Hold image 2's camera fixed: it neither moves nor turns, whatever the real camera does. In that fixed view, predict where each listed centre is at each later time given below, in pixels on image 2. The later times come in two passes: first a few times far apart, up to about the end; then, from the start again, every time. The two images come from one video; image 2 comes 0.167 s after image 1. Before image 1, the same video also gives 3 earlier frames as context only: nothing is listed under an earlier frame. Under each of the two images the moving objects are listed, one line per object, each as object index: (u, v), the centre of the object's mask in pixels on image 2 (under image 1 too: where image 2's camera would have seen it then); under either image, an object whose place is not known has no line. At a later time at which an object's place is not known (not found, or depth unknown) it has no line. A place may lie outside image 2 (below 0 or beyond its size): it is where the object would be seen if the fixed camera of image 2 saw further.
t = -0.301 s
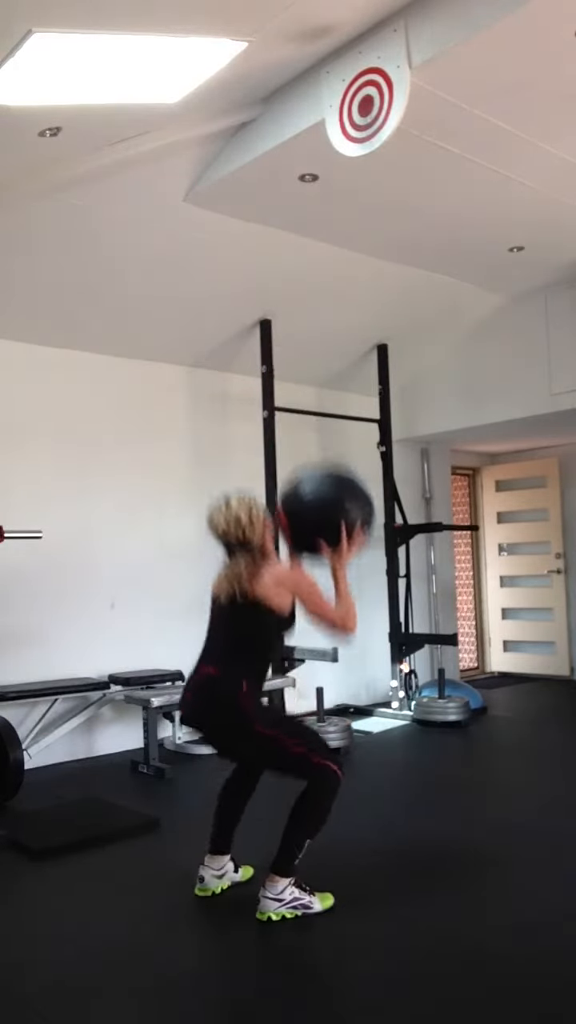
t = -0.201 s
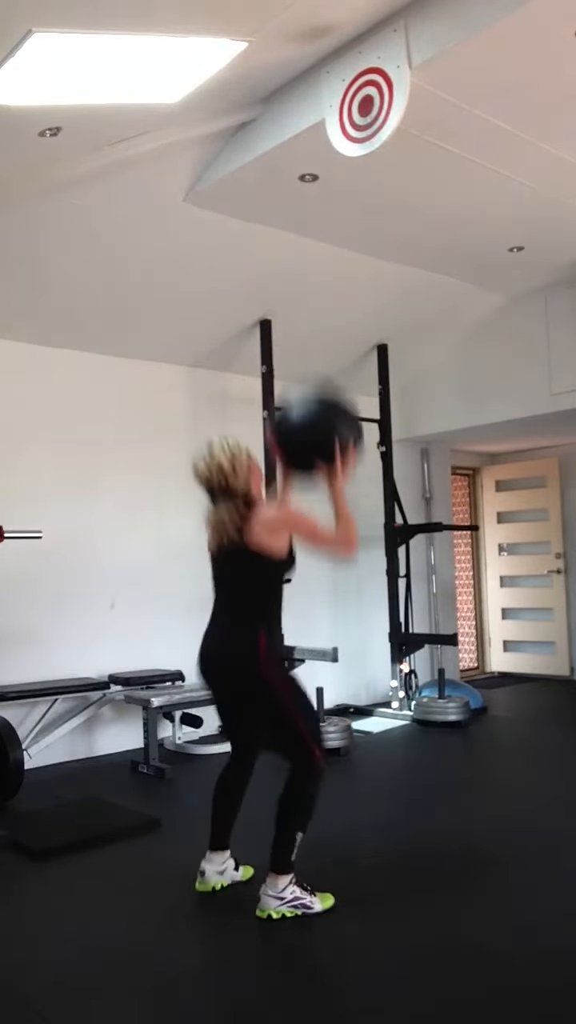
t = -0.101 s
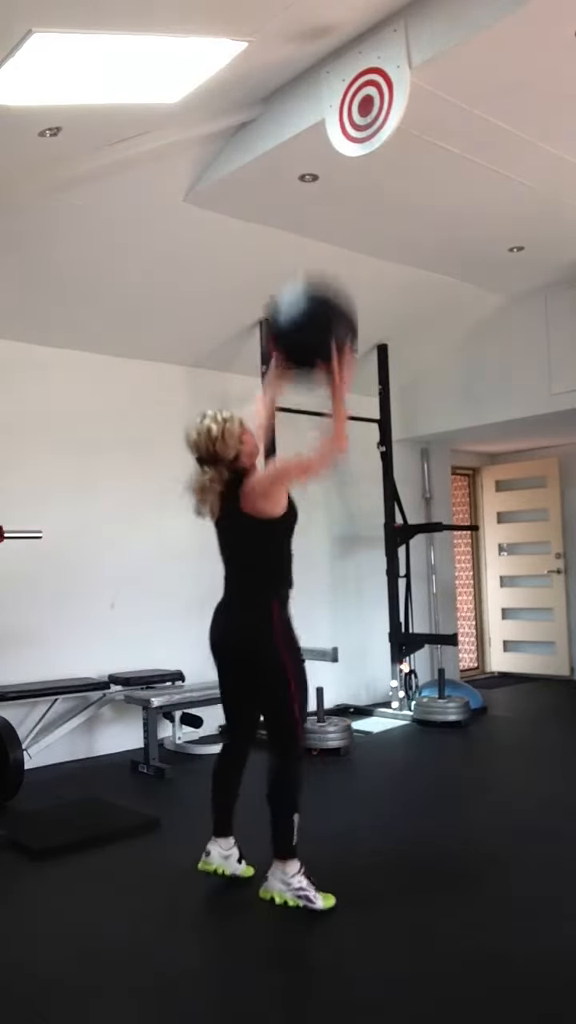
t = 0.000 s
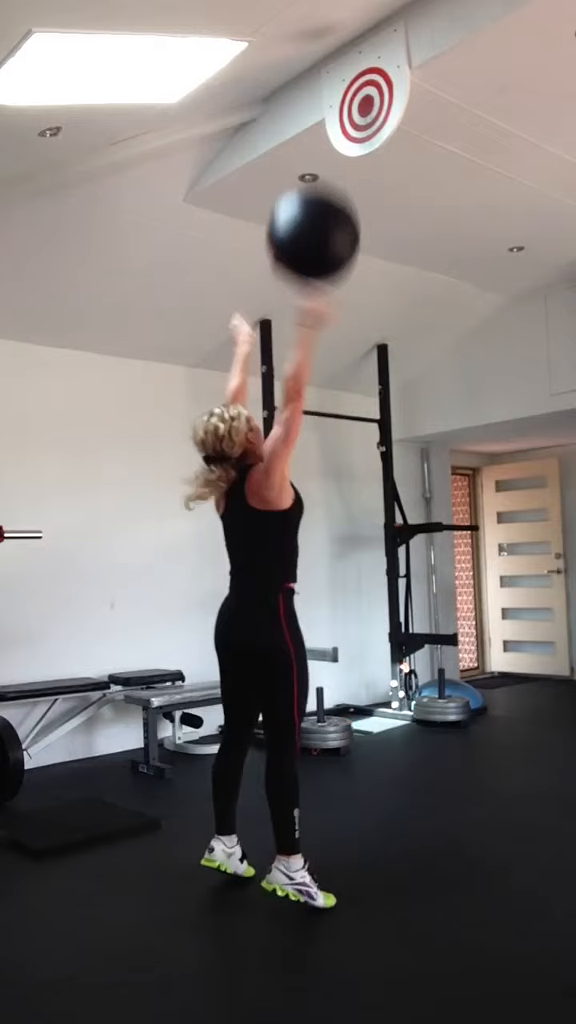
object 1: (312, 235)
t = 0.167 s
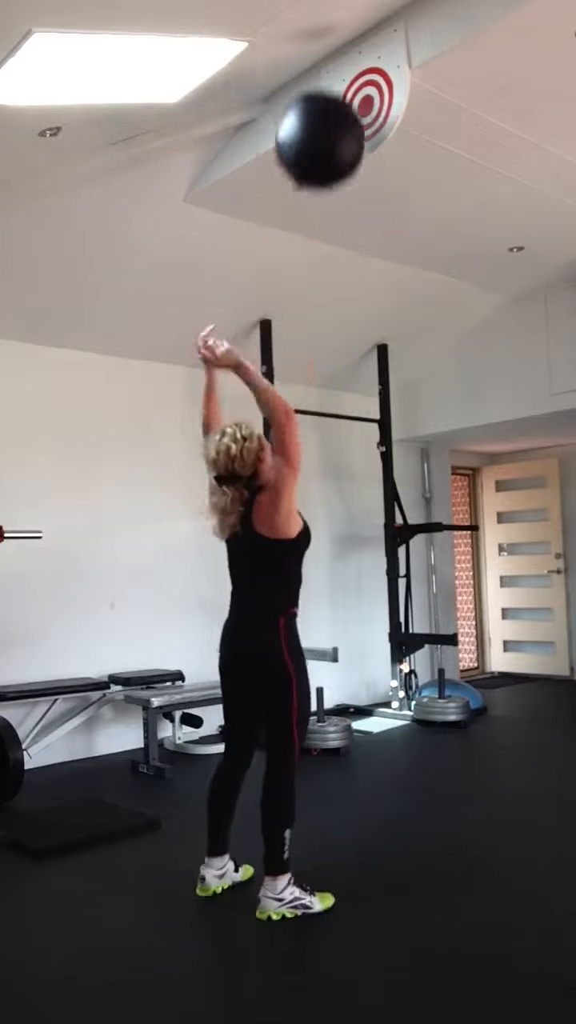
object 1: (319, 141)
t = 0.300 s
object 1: (327, 114)
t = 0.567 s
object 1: (328, 171)
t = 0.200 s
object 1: (321, 130)
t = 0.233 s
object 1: (324, 122)
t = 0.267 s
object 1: (325, 117)
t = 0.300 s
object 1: (327, 114)
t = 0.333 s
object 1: (328, 113)
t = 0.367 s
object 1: (331, 116)
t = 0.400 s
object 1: (332, 121)
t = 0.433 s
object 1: (334, 127)
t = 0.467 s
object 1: (333, 134)
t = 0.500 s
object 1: (331, 144)
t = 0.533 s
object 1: (330, 156)
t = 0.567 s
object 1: (328, 171)
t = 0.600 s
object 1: (328, 190)
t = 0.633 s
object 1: (327, 209)
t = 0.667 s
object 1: (327, 233)
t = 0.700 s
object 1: (326, 260)
